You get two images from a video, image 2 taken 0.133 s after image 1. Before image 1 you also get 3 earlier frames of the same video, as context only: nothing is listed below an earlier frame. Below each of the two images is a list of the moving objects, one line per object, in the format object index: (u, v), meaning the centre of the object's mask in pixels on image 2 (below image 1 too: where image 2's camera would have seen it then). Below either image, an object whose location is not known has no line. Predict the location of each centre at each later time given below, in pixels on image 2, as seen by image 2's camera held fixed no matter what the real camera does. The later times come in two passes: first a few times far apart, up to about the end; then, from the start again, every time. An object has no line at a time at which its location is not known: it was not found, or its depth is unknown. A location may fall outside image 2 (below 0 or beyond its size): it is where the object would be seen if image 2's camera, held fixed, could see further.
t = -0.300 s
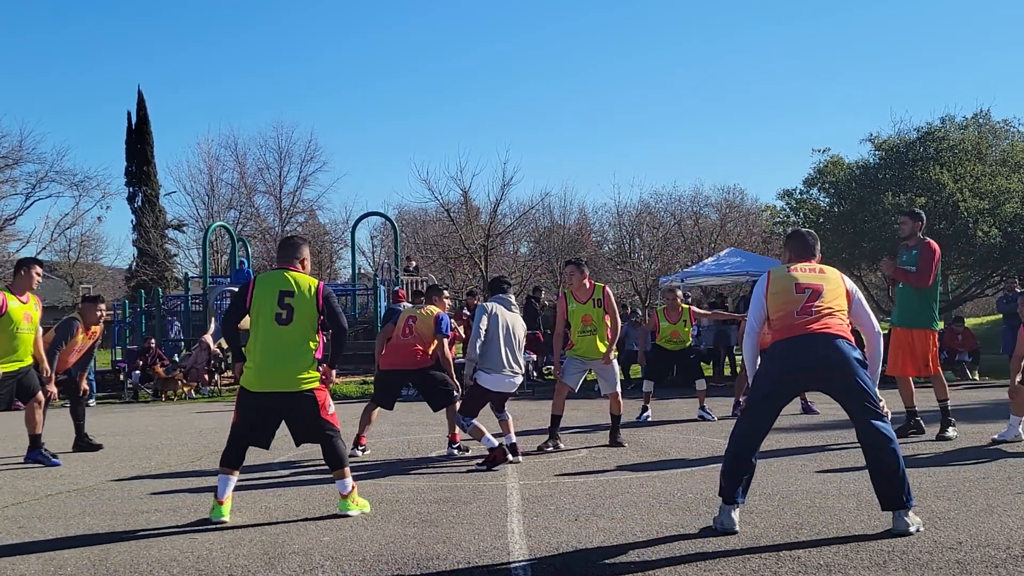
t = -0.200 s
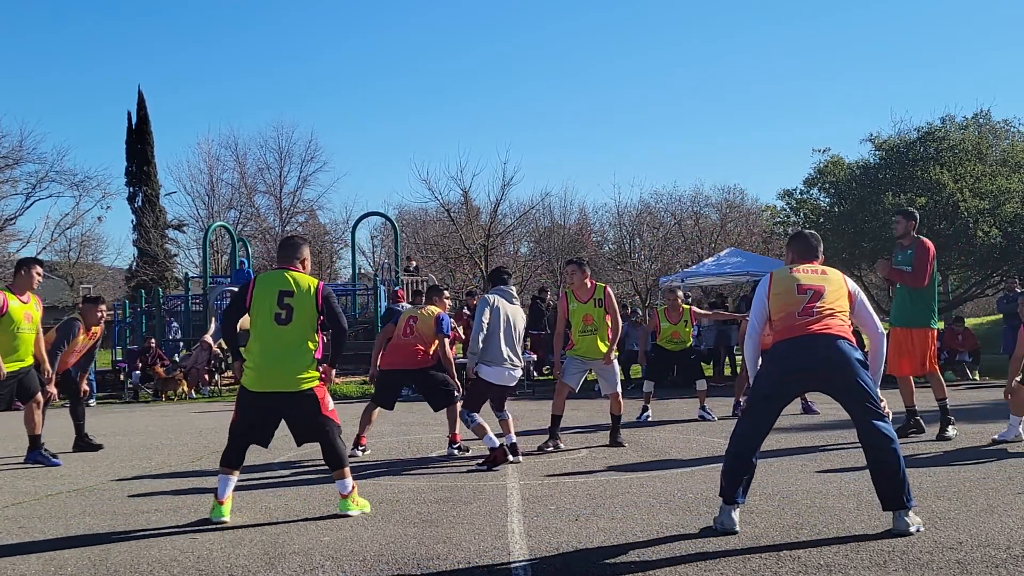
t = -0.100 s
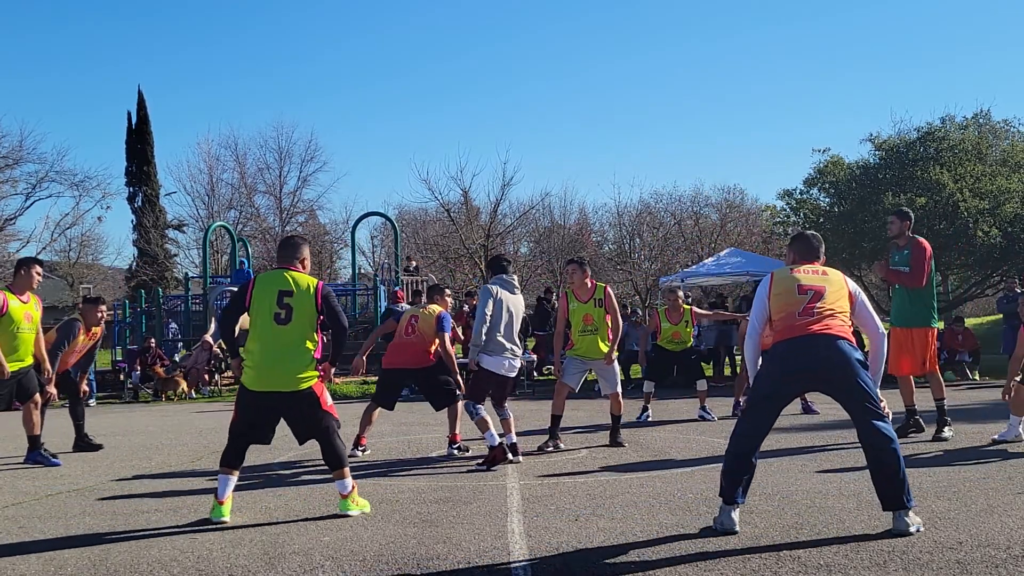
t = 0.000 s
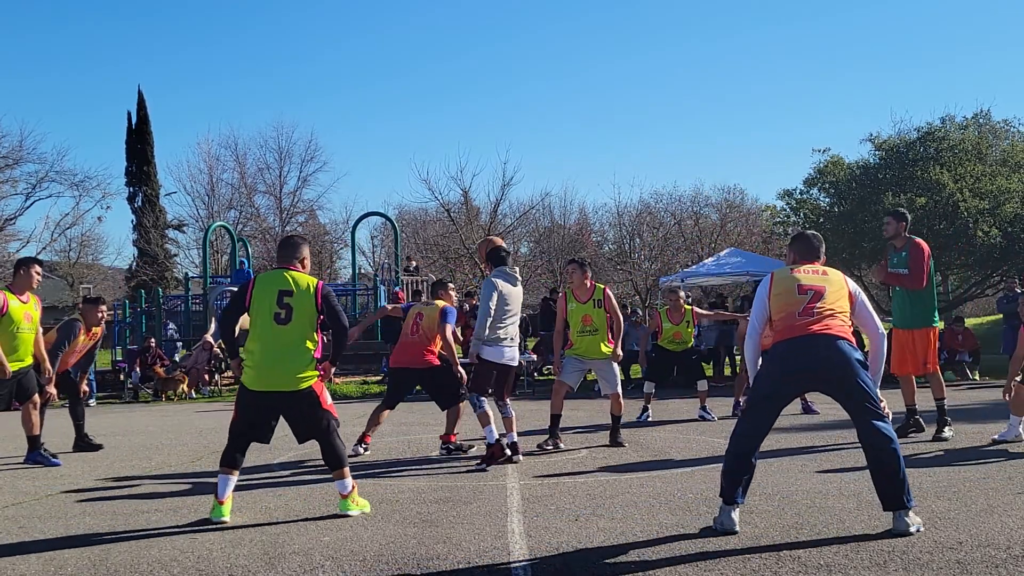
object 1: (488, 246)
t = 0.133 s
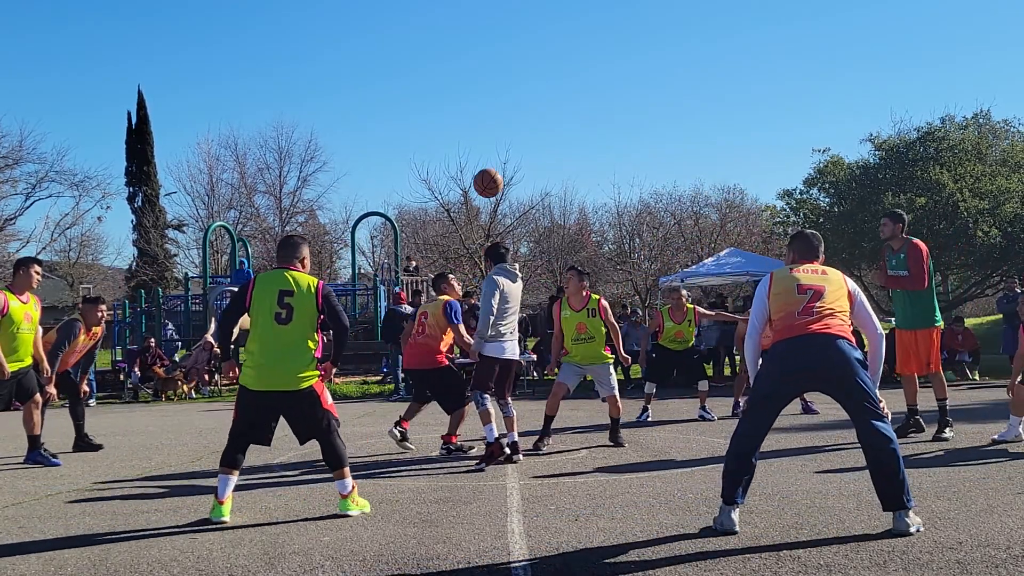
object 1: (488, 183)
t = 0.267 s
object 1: (485, 137)
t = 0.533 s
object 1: (480, 109)
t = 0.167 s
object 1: (487, 169)
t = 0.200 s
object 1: (486, 157)
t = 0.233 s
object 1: (485, 146)
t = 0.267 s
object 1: (485, 137)
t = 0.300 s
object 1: (484, 129)
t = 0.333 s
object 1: (483, 122)
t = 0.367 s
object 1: (483, 117)
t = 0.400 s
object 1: (482, 113)
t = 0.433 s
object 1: (482, 110)
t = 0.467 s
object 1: (481, 108)
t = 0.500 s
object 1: (480, 108)
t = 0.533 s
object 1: (480, 109)
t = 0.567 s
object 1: (479, 112)
